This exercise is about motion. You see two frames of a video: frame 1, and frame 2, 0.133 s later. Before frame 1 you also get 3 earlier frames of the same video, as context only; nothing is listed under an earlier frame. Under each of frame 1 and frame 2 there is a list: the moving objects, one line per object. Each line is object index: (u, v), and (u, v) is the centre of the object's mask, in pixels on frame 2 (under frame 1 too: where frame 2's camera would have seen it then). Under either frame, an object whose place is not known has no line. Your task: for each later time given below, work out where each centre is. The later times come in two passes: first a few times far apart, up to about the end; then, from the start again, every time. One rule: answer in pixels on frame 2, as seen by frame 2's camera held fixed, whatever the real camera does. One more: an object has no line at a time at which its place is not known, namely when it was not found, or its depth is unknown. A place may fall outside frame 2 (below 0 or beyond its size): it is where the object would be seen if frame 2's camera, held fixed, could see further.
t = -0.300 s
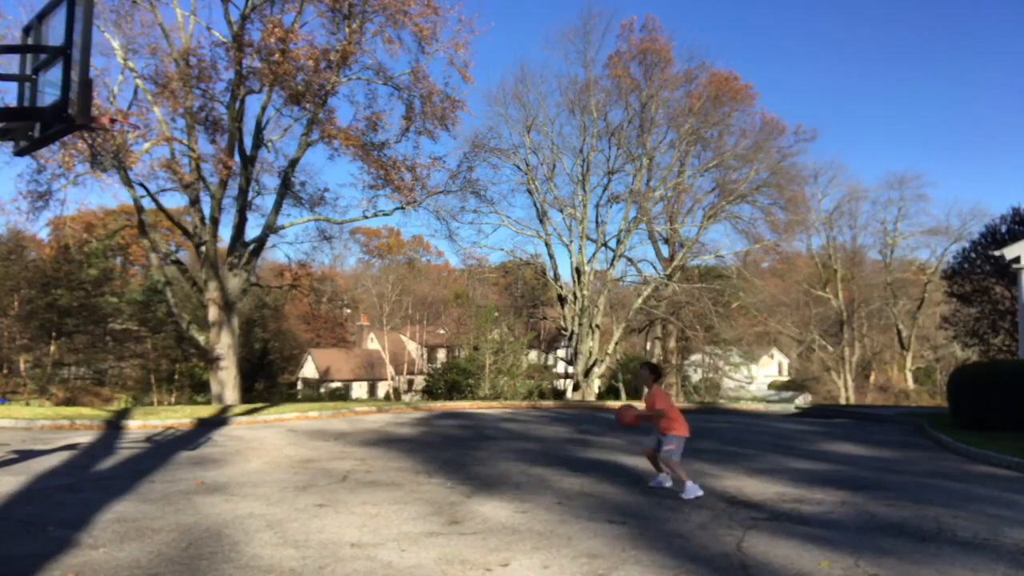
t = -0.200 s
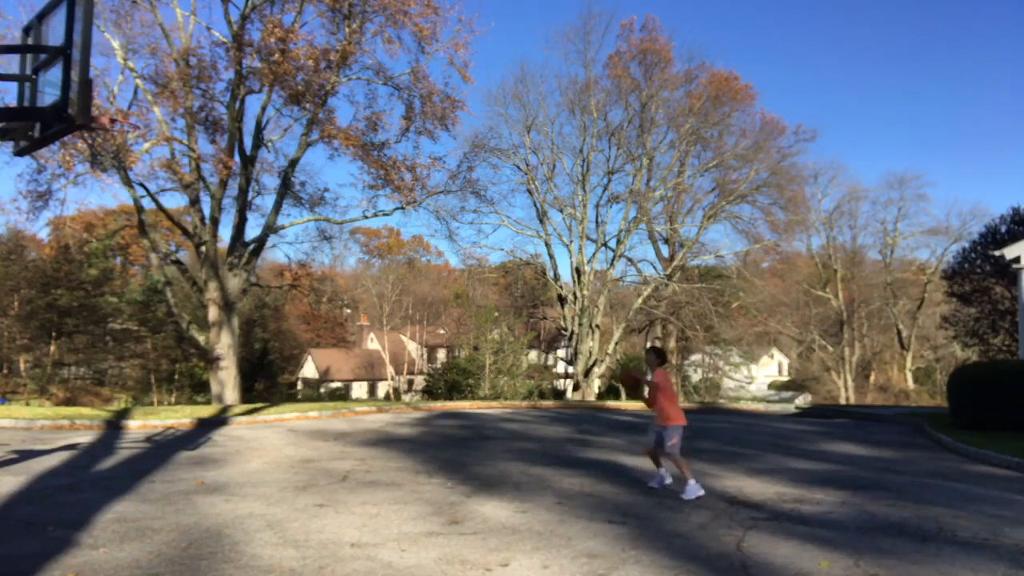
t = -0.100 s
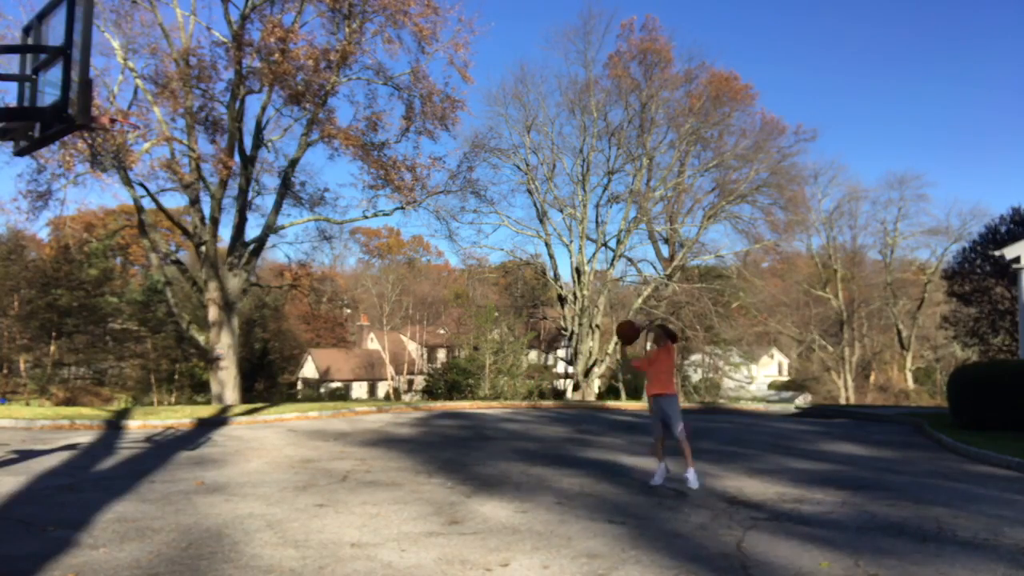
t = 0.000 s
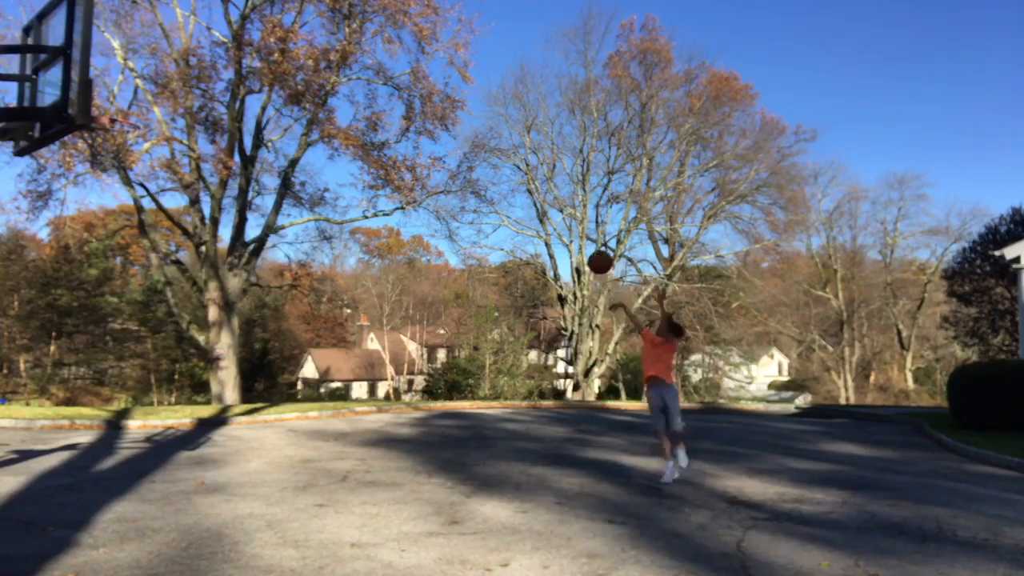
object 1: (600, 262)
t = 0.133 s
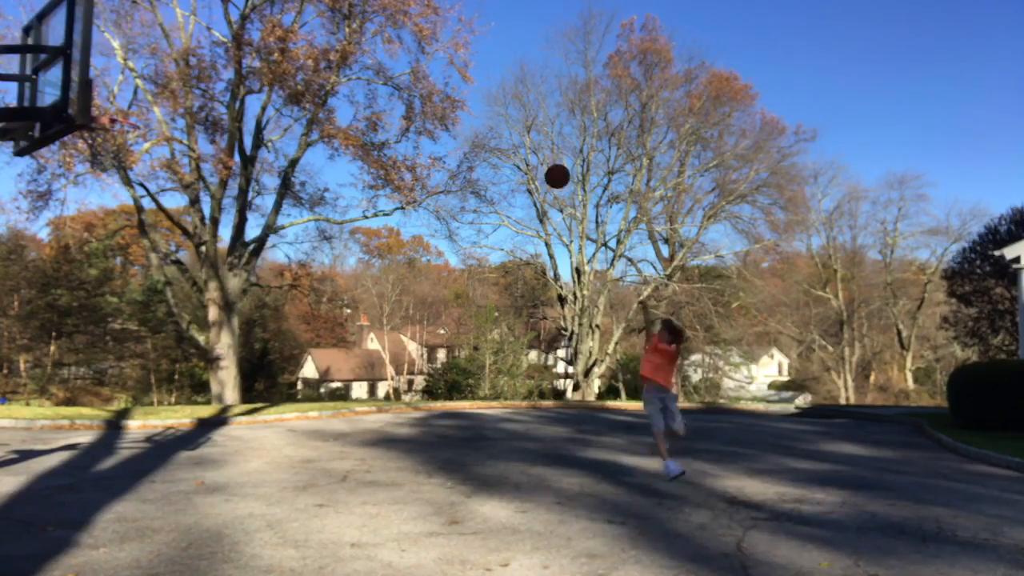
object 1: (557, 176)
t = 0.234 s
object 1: (524, 121)
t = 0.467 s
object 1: (446, 25)
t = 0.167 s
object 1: (546, 157)
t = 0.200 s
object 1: (535, 138)
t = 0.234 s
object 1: (524, 121)
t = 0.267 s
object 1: (514, 104)
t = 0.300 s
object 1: (502, 88)
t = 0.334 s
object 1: (491, 74)
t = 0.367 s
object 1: (480, 60)
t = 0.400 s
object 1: (469, 47)
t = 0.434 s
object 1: (457, 35)
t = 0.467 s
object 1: (446, 25)
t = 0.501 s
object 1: (434, 15)
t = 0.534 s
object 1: (422, 9)
